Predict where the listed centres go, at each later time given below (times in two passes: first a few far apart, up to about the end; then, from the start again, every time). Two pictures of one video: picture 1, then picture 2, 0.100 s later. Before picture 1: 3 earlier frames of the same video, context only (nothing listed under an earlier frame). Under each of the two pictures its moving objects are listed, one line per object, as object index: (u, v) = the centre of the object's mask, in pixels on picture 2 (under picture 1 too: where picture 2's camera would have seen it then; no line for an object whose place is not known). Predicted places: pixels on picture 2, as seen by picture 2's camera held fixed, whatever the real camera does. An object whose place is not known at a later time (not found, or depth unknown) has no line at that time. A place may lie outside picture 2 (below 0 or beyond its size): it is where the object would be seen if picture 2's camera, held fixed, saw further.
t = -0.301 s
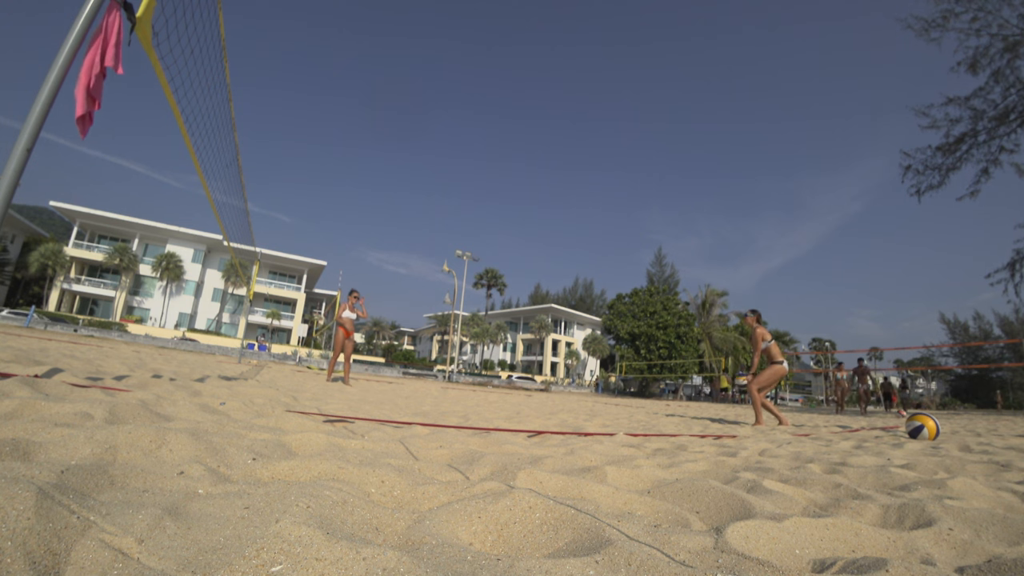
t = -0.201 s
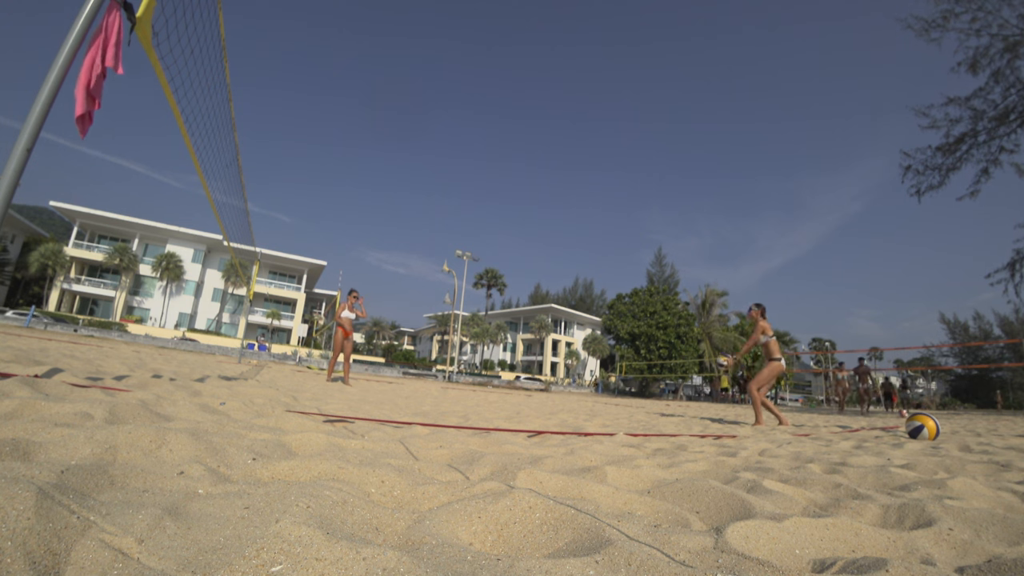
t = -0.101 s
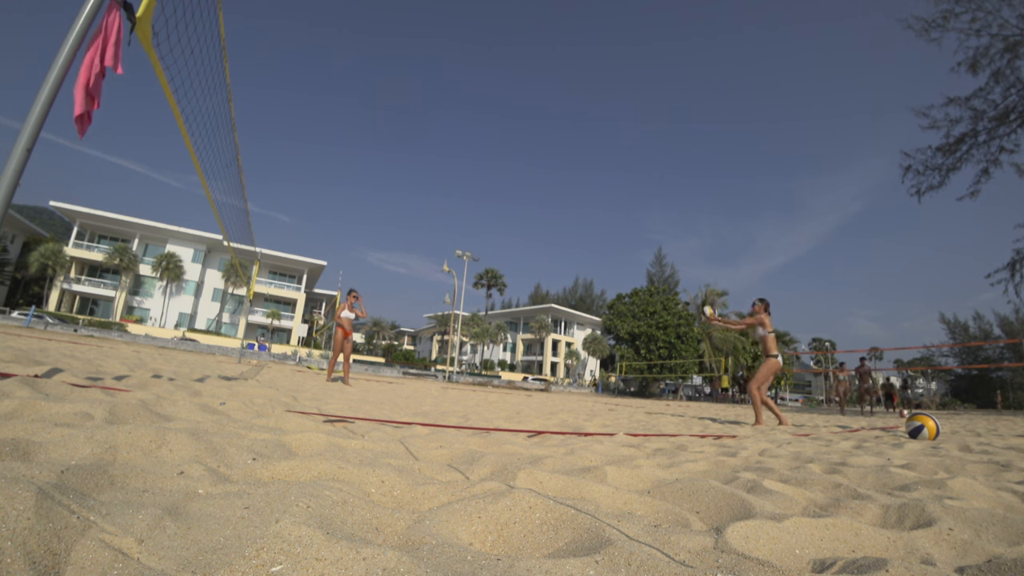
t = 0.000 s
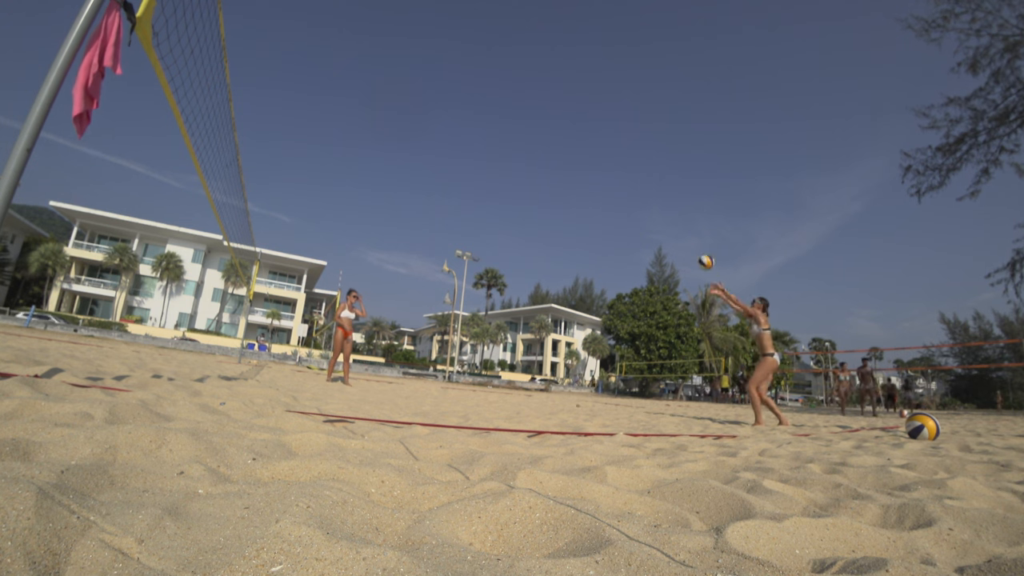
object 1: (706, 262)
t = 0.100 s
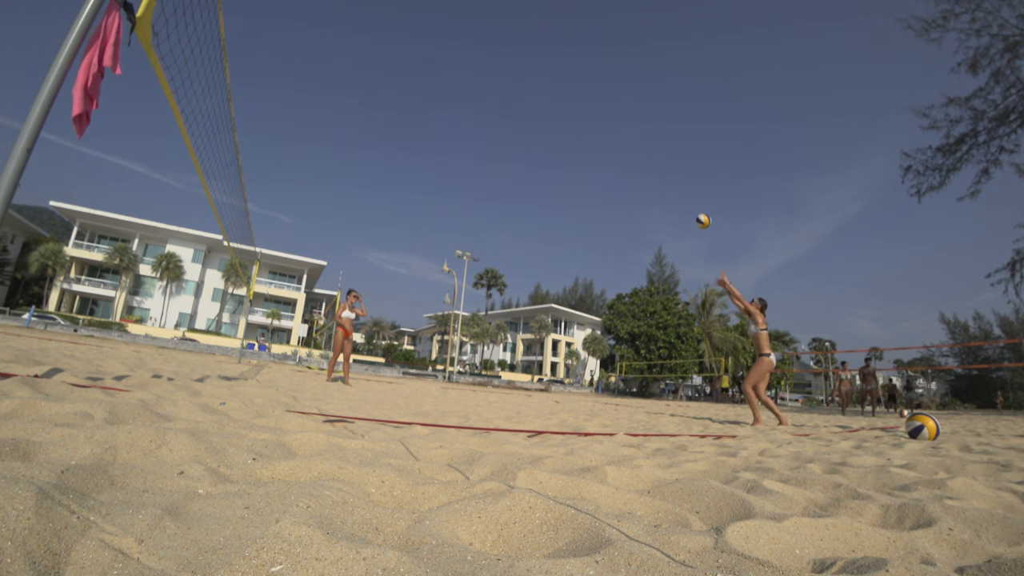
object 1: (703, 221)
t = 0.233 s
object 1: (699, 179)
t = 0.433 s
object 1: (694, 141)
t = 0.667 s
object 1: (691, 126)
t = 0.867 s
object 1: (690, 137)
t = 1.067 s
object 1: (692, 172)
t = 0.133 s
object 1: (702, 209)
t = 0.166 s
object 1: (701, 198)
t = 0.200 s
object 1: (700, 188)
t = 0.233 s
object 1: (699, 179)
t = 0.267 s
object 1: (698, 171)
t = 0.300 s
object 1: (697, 163)
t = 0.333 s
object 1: (697, 157)
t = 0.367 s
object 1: (696, 151)
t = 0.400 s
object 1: (695, 145)
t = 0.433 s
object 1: (694, 141)
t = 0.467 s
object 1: (693, 137)
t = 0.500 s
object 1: (693, 134)
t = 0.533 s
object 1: (692, 131)
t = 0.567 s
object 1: (692, 129)
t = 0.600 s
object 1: (691, 127)
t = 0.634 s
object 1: (691, 126)
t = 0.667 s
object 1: (691, 126)
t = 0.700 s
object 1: (690, 126)
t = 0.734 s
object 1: (690, 127)
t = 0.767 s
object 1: (690, 129)
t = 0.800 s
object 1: (690, 131)
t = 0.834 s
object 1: (690, 134)
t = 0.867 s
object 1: (690, 137)
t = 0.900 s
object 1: (690, 141)
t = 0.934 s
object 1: (690, 146)
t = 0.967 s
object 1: (690, 151)
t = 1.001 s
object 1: (691, 158)
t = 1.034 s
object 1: (691, 164)
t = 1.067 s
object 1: (692, 172)
